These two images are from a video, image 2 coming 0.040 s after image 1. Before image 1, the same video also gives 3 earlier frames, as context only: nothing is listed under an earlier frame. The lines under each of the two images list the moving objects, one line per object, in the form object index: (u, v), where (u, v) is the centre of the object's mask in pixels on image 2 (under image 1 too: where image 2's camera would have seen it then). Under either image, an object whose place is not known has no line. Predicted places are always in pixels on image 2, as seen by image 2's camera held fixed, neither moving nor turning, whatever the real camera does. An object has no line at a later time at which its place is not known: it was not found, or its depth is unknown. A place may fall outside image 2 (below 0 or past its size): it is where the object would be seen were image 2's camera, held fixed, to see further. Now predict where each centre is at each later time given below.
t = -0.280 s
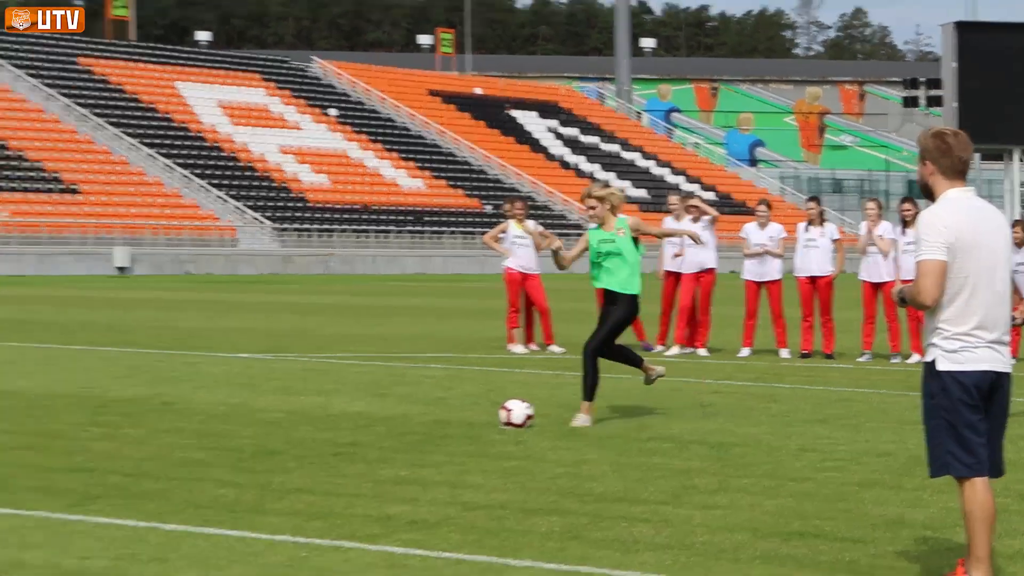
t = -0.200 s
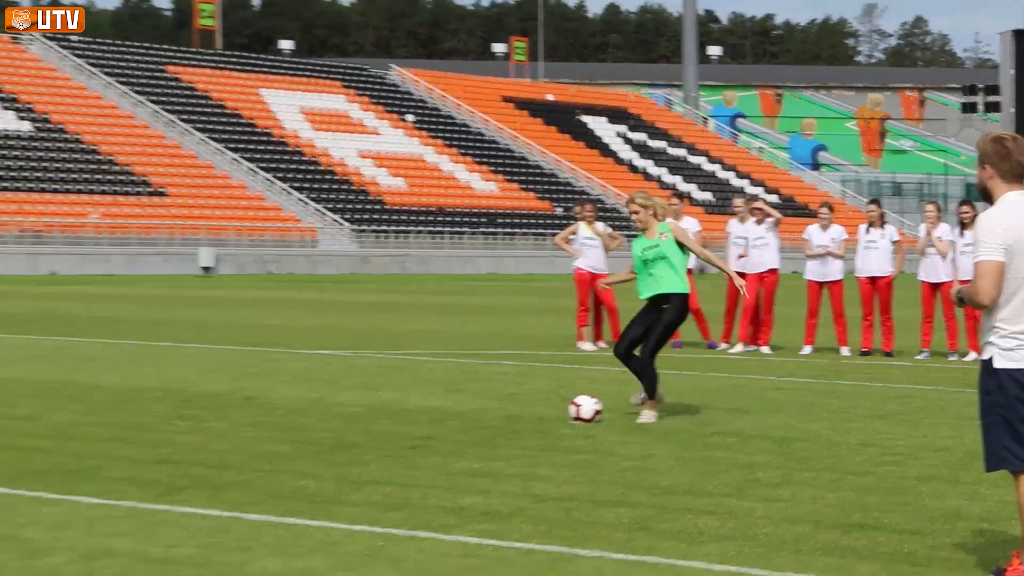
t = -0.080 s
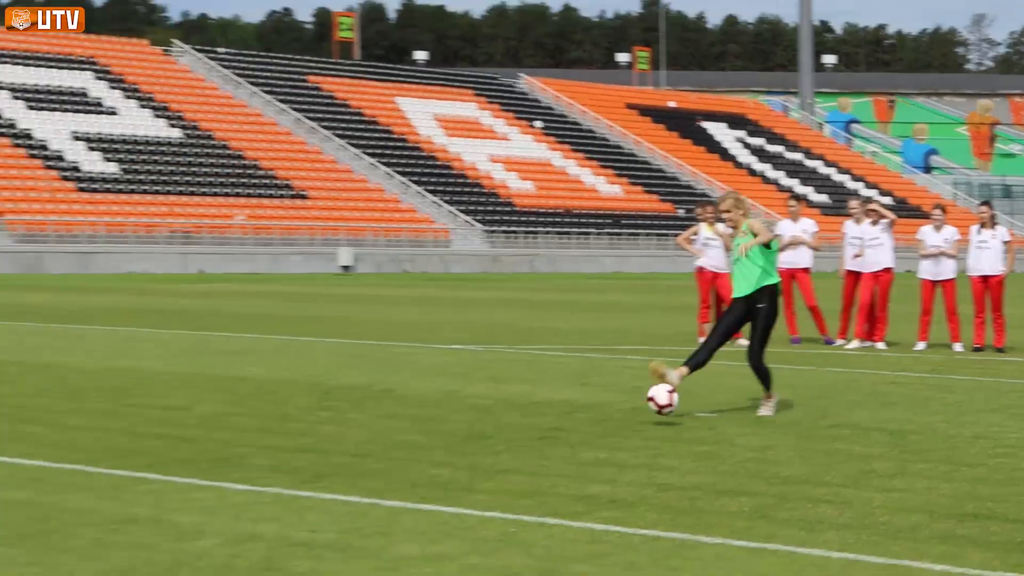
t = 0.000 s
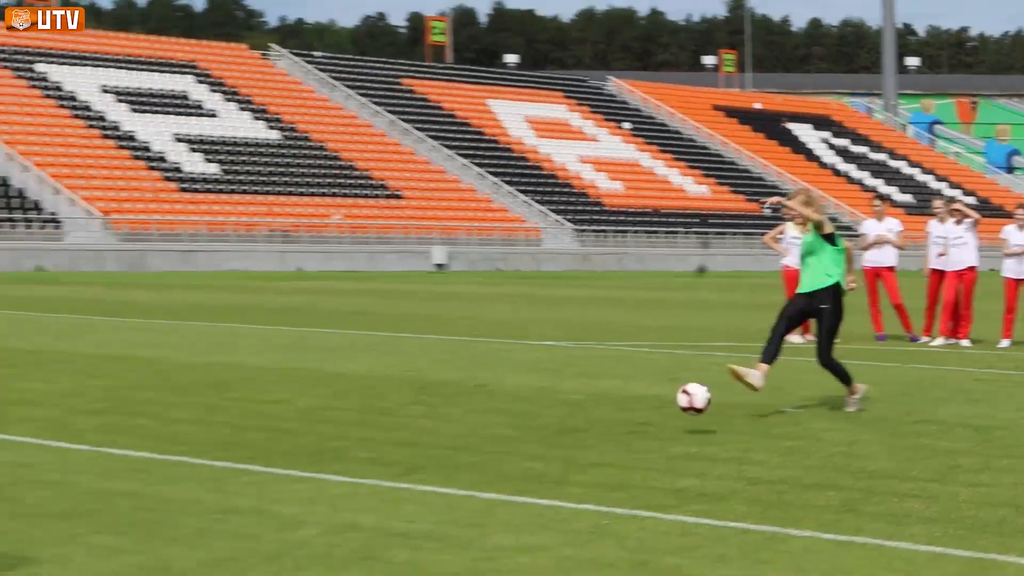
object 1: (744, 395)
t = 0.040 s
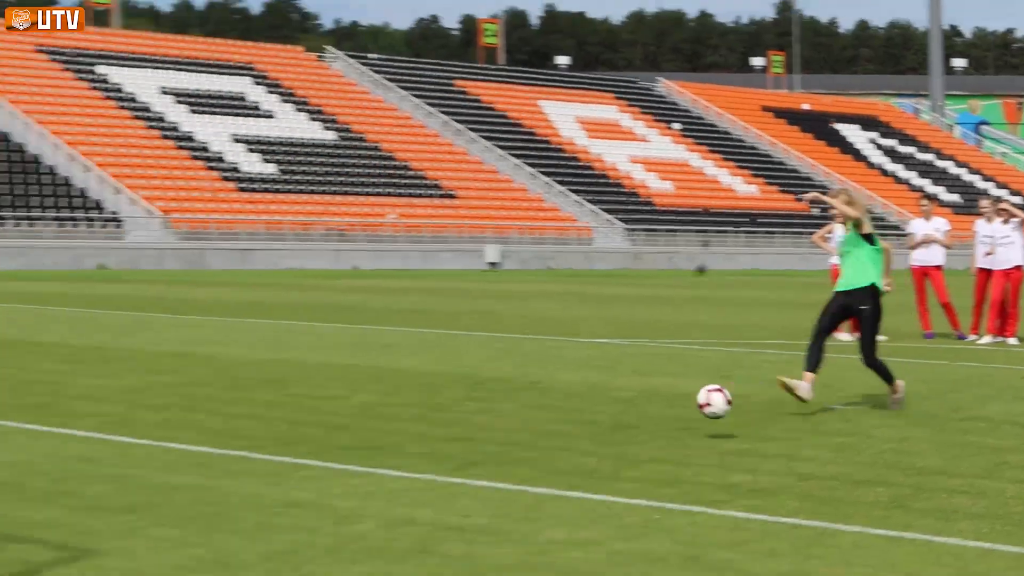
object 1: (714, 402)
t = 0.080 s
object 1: (683, 411)
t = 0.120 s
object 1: (651, 424)
